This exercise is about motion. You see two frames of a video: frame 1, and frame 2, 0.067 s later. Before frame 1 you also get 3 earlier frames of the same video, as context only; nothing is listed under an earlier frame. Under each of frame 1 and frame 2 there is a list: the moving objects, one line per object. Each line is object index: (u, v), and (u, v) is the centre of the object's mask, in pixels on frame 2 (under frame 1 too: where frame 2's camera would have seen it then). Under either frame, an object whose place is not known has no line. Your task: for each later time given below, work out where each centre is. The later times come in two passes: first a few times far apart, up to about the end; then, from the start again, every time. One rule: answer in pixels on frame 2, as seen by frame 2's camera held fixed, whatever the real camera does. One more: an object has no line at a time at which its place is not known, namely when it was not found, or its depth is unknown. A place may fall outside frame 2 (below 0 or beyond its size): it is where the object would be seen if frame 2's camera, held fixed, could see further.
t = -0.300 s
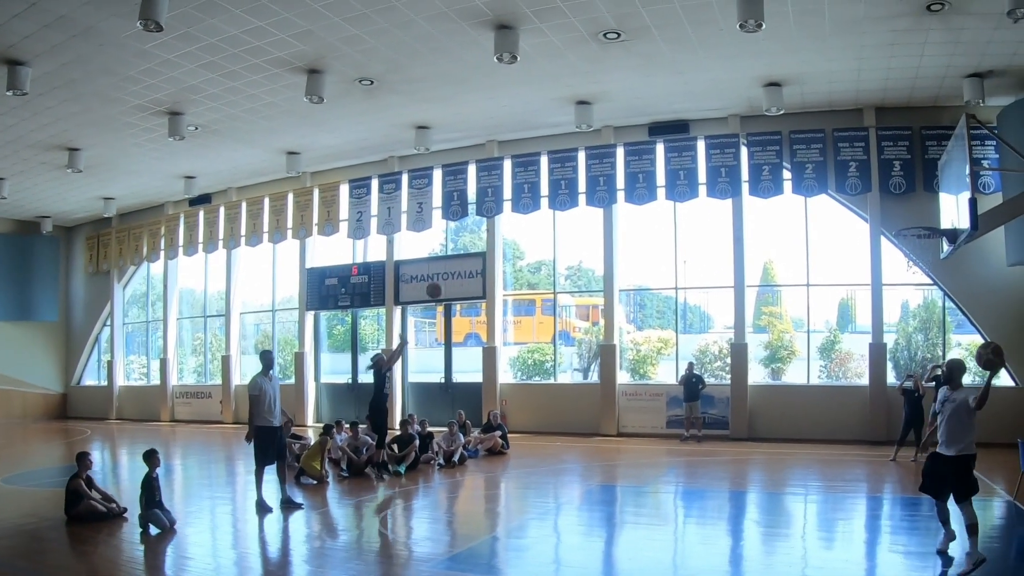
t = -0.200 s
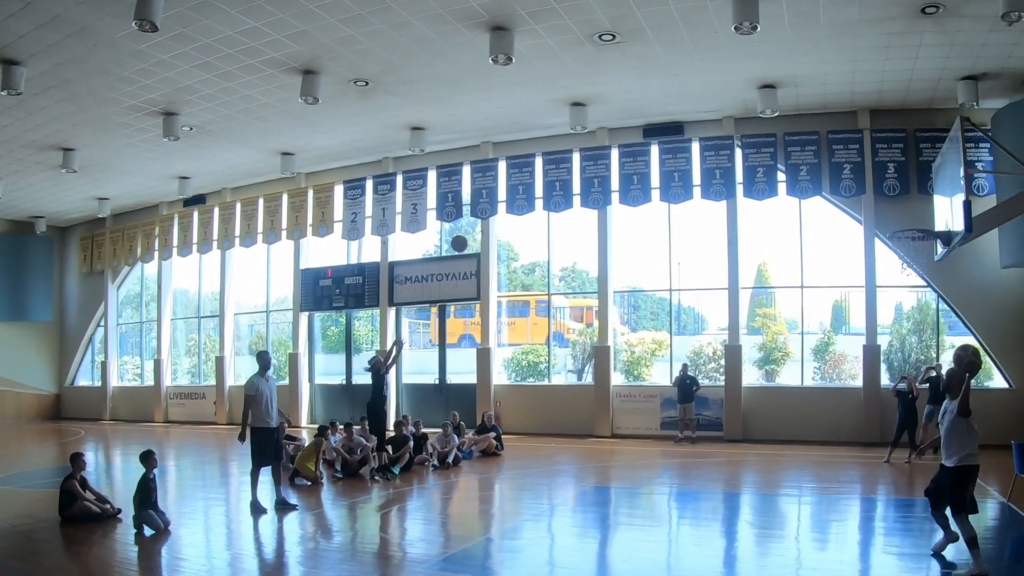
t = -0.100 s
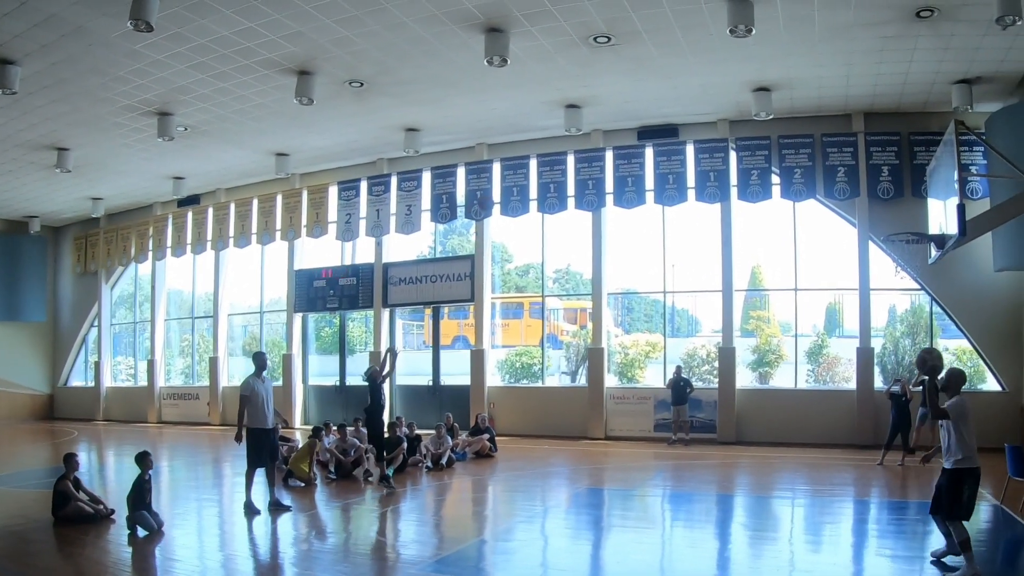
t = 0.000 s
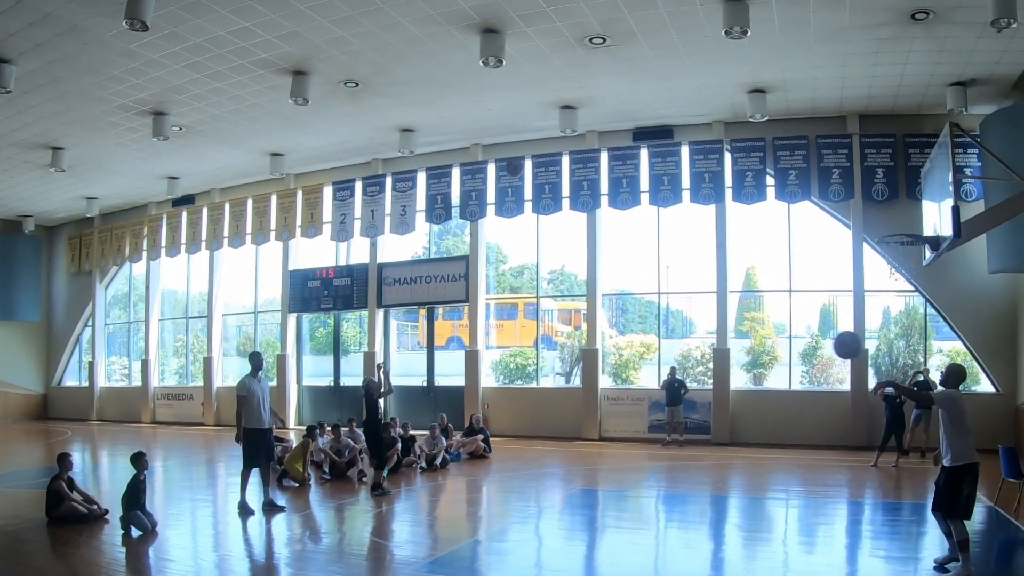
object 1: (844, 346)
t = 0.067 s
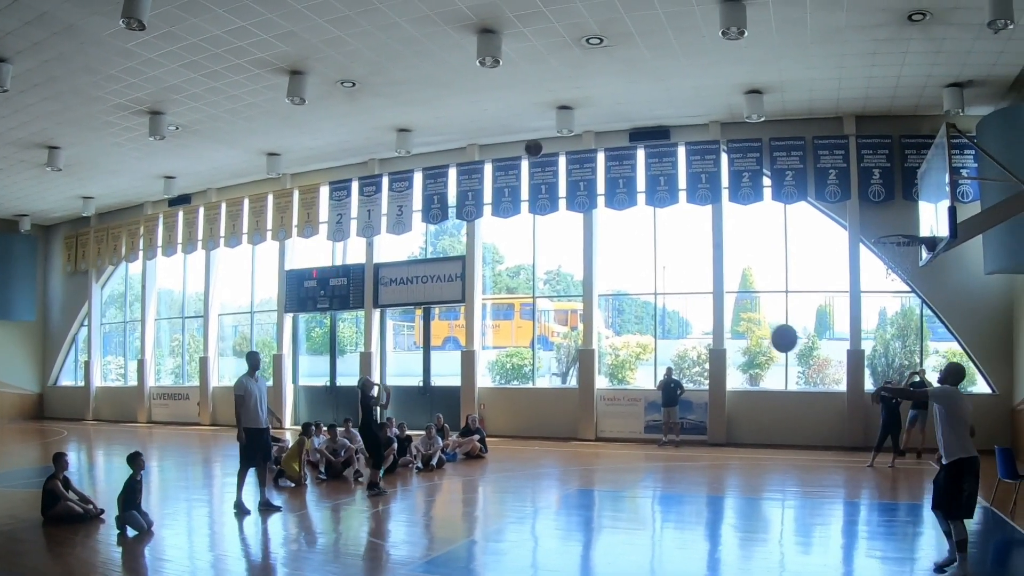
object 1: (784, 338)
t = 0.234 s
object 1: (642, 343)
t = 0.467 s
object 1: (464, 399)
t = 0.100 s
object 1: (755, 336)
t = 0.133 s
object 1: (726, 337)
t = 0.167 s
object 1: (698, 337)
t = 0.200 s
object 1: (669, 339)
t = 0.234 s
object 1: (642, 343)
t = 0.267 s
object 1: (615, 348)
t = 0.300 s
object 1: (587, 354)
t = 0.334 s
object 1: (561, 361)
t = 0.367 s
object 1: (536, 369)
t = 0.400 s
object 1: (511, 378)
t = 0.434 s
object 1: (487, 388)
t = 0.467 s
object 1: (464, 399)
